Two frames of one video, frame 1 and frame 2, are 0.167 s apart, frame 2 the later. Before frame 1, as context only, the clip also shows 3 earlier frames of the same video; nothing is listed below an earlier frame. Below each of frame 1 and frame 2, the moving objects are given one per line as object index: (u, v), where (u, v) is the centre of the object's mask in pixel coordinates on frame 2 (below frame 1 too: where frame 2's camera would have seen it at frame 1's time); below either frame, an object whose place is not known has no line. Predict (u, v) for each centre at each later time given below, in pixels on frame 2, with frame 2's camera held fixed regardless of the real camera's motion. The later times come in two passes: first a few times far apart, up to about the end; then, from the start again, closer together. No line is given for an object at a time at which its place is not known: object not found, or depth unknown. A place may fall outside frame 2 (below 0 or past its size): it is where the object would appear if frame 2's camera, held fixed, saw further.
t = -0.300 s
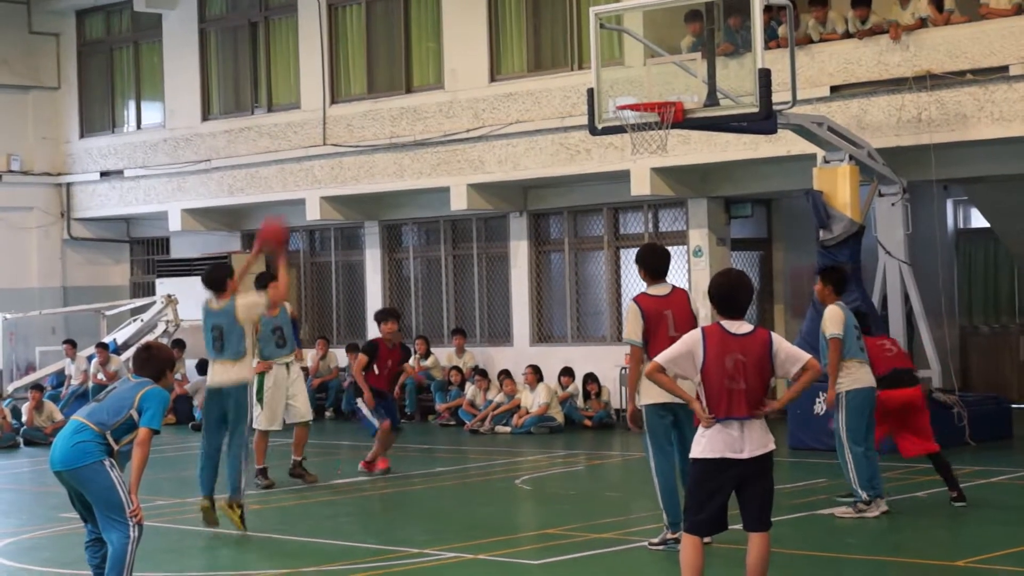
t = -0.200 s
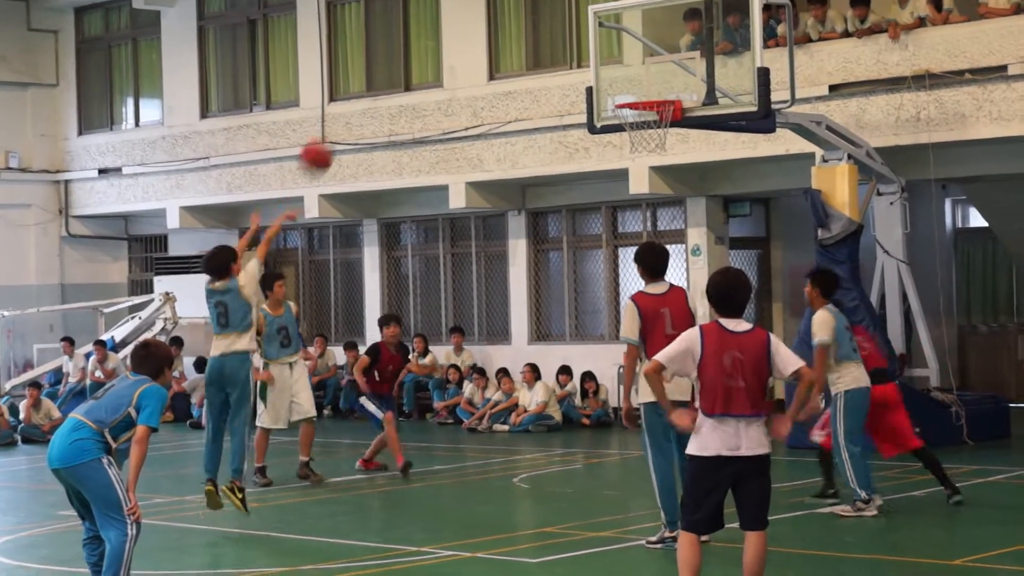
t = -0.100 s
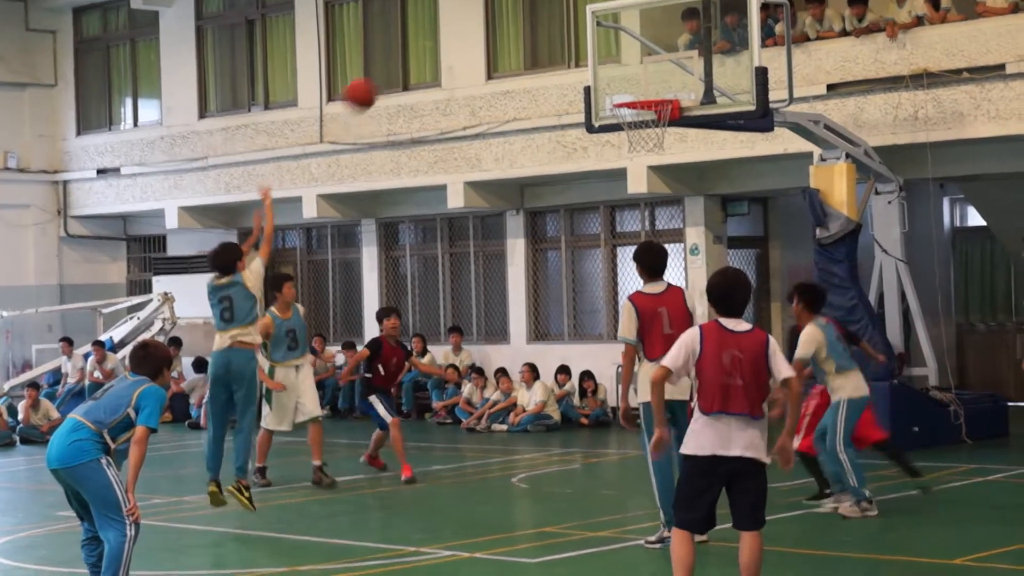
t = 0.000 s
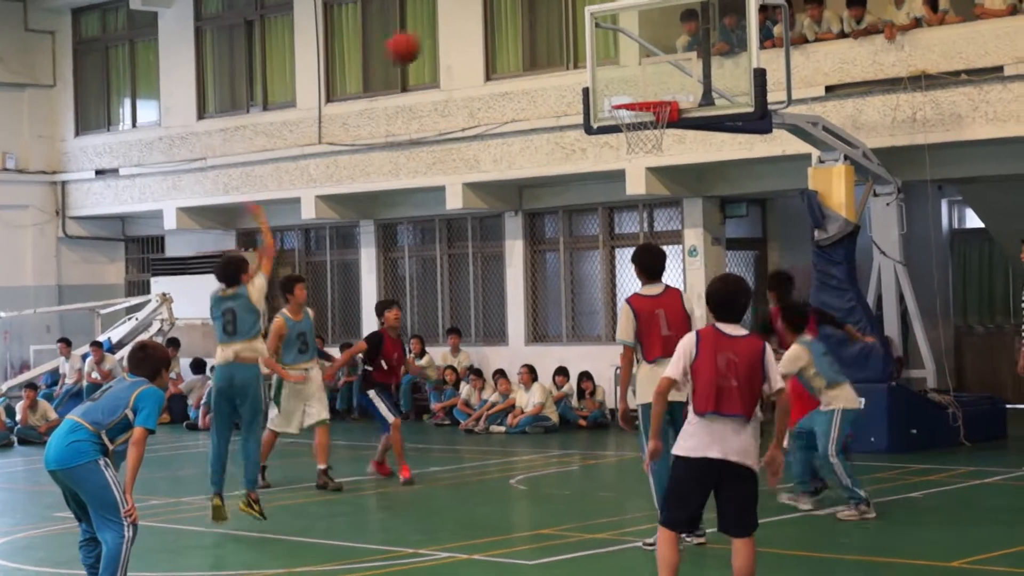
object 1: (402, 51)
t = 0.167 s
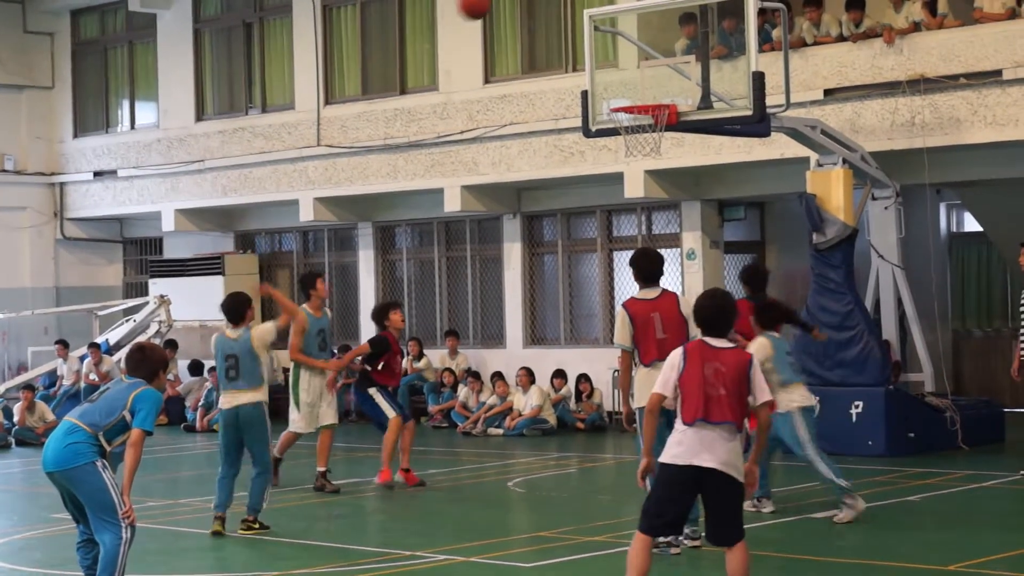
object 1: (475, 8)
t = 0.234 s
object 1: (500, 5)
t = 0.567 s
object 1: (630, 39)
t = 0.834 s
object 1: (635, 58)
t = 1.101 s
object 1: (566, 47)
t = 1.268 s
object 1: (522, 86)
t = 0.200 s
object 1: (487, 7)
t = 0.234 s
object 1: (500, 5)
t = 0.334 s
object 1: (540, 3)
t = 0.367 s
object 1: (554, 4)
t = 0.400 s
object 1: (567, 6)
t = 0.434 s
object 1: (580, 8)
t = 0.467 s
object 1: (593, 13)
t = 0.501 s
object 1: (605, 21)
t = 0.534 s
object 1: (617, 29)
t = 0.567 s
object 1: (630, 39)
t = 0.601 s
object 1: (643, 51)
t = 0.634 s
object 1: (654, 62)
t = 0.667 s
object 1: (666, 77)
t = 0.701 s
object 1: (669, 90)
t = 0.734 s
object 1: (660, 83)
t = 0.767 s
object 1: (652, 73)
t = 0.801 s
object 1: (644, 65)
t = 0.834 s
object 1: (635, 58)
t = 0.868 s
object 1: (627, 52)
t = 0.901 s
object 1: (618, 47)
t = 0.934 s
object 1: (610, 44)
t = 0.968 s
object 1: (602, 42)
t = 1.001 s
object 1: (593, 41)
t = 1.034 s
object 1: (584, 41)
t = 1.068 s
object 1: (575, 43)
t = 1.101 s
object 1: (566, 47)
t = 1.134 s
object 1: (558, 51)
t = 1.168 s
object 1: (549, 58)
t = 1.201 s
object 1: (540, 66)
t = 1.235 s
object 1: (531, 75)
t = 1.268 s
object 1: (522, 86)
